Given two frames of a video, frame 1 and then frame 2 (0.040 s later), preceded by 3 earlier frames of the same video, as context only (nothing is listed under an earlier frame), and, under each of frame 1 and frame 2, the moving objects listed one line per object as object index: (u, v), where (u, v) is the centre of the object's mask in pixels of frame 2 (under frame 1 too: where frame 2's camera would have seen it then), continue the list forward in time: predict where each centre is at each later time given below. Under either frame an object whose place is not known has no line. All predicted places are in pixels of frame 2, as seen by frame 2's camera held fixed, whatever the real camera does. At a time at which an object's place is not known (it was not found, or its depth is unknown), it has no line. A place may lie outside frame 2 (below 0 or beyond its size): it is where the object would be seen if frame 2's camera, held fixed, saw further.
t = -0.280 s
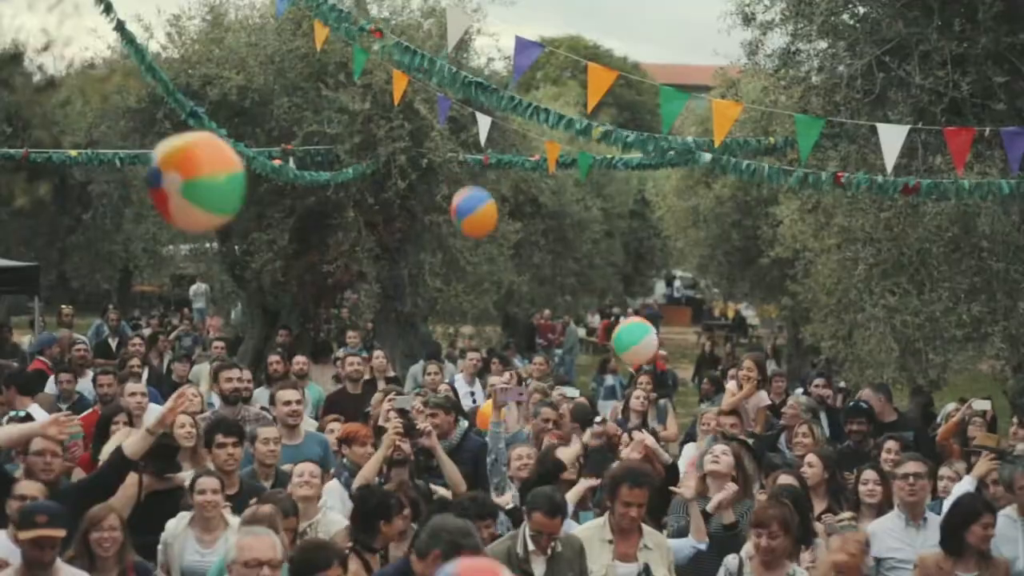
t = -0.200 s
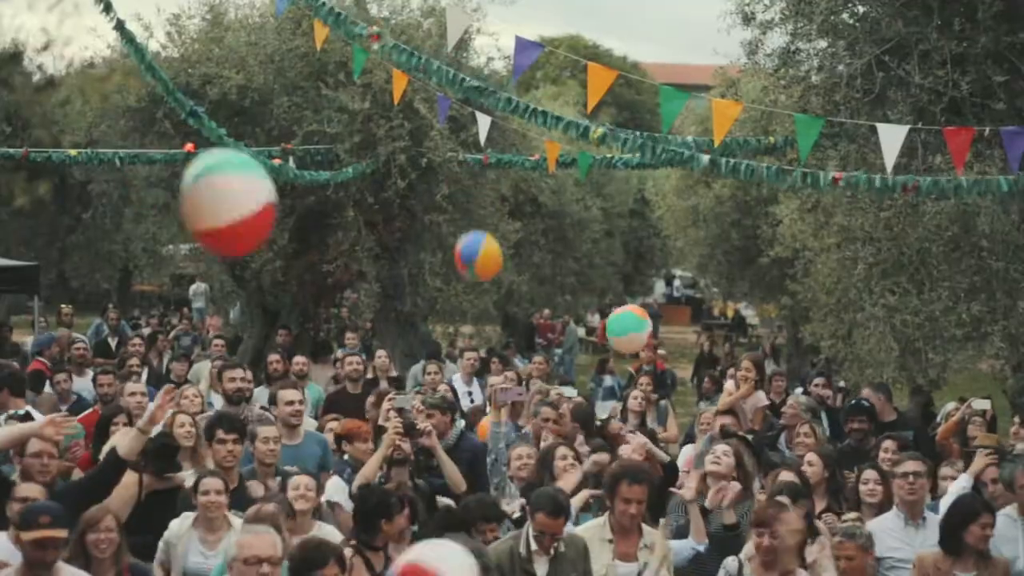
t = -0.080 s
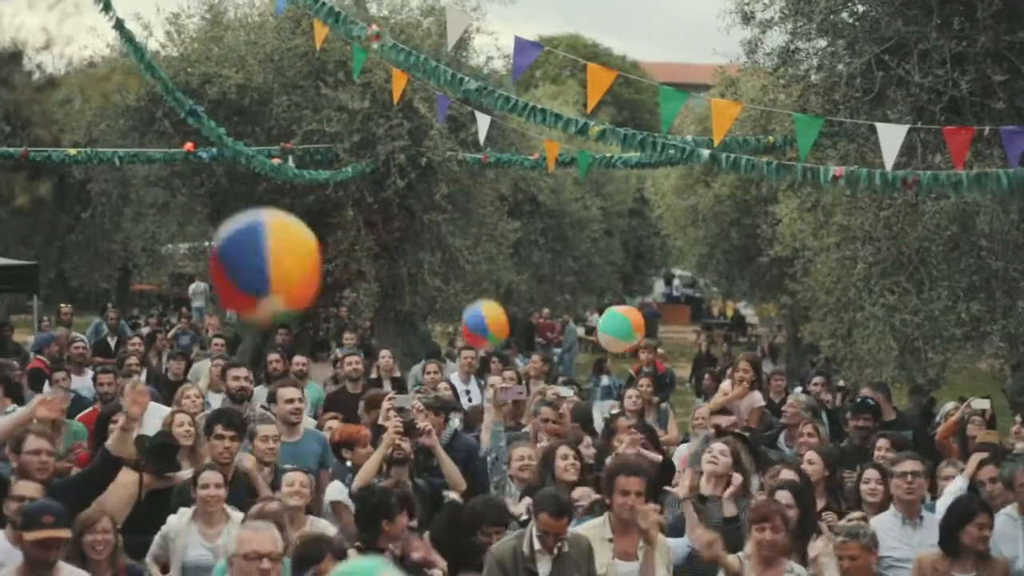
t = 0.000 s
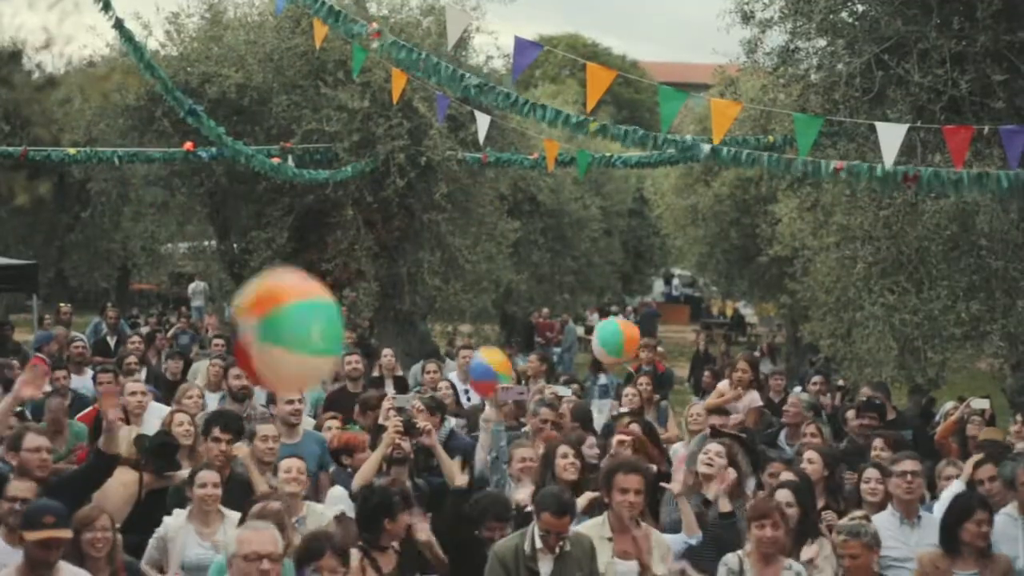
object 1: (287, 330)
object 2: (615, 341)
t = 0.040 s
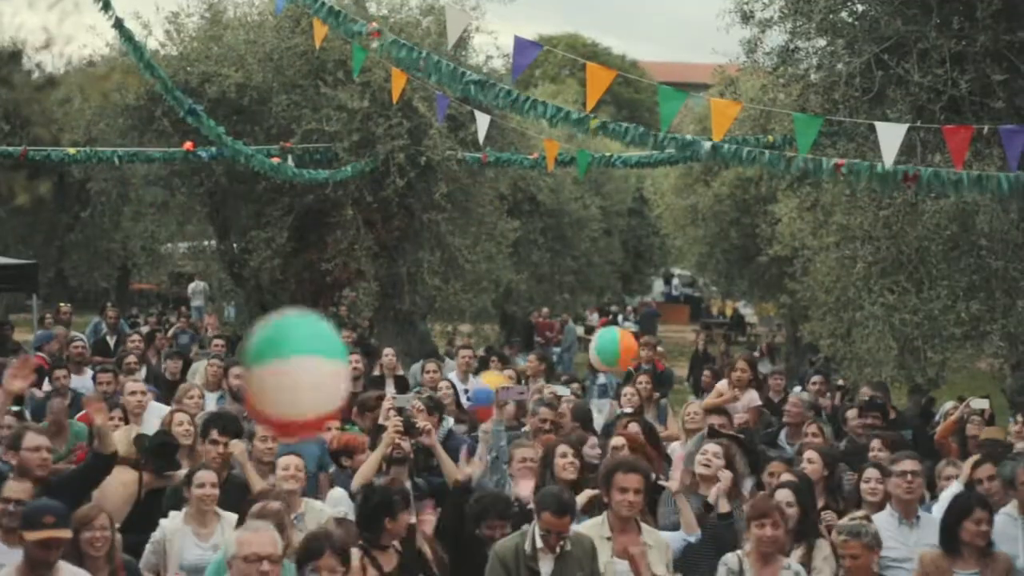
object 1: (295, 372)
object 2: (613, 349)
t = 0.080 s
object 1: (299, 419)
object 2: (611, 361)
